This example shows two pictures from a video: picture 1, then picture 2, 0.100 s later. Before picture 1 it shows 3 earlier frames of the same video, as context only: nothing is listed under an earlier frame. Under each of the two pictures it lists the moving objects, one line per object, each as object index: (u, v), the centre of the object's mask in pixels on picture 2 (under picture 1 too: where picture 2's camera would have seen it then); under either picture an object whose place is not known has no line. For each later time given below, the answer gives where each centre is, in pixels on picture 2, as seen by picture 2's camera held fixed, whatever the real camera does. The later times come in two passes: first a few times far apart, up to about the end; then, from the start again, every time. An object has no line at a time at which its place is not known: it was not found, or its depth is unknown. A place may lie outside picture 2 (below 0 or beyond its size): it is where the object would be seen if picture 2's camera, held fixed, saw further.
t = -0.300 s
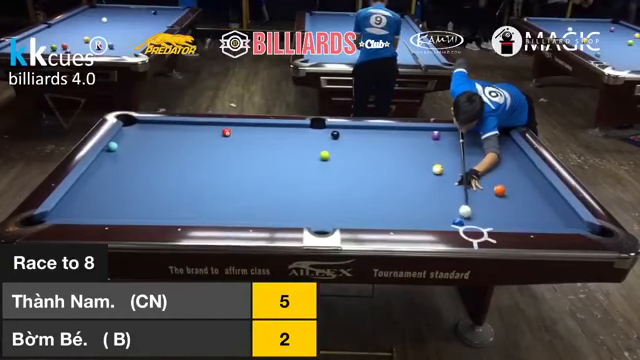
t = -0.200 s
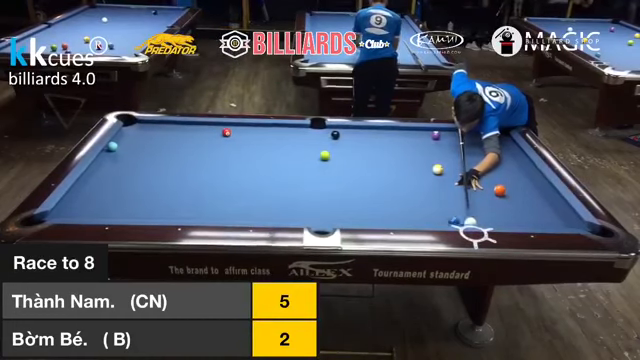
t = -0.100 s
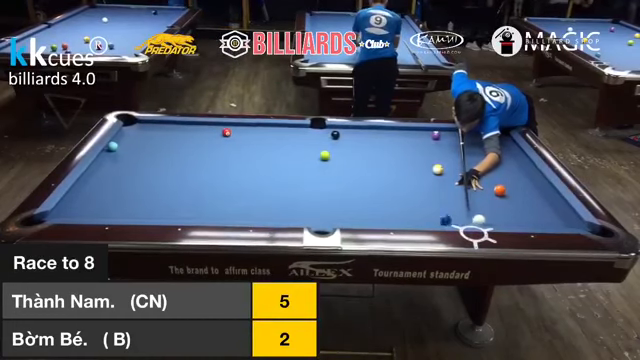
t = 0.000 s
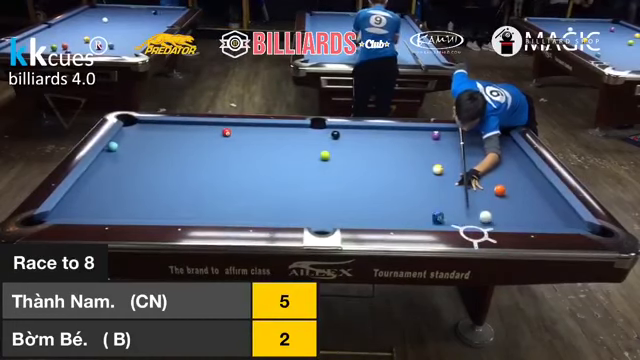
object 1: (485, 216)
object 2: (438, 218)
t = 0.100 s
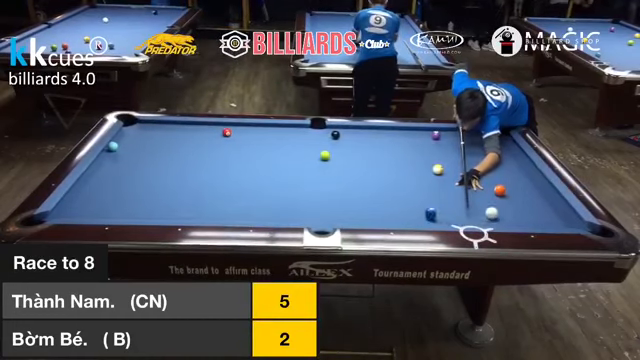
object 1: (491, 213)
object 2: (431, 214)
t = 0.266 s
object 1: (501, 207)
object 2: (419, 209)
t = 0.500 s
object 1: (514, 199)
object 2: (404, 202)
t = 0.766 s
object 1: (526, 191)
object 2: (389, 196)
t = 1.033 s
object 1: (538, 184)
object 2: (375, 190)
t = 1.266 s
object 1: (540, 179)
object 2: (364, 184)
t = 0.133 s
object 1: (493, 211)
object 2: (428, 213)
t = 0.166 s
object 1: (495, 210)
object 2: (426, 212)
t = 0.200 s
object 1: (497, 209)
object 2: (423, 211)
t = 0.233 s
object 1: (499, 208)
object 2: (421, 210)
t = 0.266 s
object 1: (501, 207)
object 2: (419, 209)
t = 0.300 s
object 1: (503, 206)
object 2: (417, 208)
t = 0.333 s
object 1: (505, 205)
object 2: (415, 207)
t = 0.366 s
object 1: (507, 204)
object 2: (412, 207)
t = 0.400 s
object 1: (508, 202)
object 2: (410, 205)
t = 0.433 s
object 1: (510, 201)
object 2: (408, 204)
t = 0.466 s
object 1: (512, 200)
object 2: (406, 203)
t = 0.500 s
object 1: (514, 199)
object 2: (404, 202)
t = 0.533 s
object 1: (515, 198)
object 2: (402, 202)
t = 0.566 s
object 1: (517, 197)
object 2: (401, 201)
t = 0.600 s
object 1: (518, 196)
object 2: (399, 200)
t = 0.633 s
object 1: (520, 195)
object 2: (396, 200)
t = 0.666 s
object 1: (522, 194)
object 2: (394, 199)
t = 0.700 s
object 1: (523, 193)
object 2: (393, 198)
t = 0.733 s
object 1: (525, 192)
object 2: (391, 197)
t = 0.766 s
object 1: (526, 191)
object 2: (389, 196)
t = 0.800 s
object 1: (528, 191)
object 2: (387, 195)
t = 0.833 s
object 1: (529, 190)
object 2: (385, 194)
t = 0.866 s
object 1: (531, 189)
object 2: (383, 193)
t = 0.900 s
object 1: (532, 188)
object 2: (382, 192)
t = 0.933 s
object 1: (534, 187)
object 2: (380, 192)
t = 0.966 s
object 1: (535, 186)
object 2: (378, 191)
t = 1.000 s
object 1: (537, 185)
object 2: (377, 190)
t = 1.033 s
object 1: (538, 184)
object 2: (375, 190)
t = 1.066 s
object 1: (539, 183)
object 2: (374, 189)
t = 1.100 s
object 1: (541, 182)
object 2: (372, 188)
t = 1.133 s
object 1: (542, 182)
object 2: (371, 187)
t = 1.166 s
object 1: (543, 181)
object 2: (369, 187)
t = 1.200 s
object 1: (543, 180)
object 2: (367, 186)
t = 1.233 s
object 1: (541, 179)
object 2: (366, 186)
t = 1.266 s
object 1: (540, 179)
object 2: (364, 184)
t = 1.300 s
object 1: (538, 178)
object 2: (363, 184)
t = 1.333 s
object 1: (536, 177)
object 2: (361, 184)
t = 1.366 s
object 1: (535, 176)
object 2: (360, 183)
